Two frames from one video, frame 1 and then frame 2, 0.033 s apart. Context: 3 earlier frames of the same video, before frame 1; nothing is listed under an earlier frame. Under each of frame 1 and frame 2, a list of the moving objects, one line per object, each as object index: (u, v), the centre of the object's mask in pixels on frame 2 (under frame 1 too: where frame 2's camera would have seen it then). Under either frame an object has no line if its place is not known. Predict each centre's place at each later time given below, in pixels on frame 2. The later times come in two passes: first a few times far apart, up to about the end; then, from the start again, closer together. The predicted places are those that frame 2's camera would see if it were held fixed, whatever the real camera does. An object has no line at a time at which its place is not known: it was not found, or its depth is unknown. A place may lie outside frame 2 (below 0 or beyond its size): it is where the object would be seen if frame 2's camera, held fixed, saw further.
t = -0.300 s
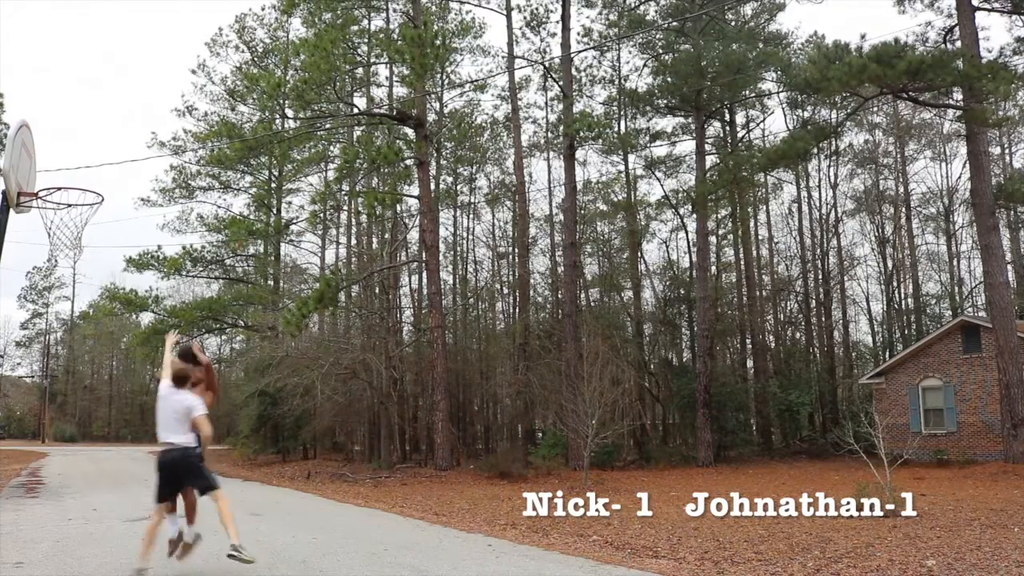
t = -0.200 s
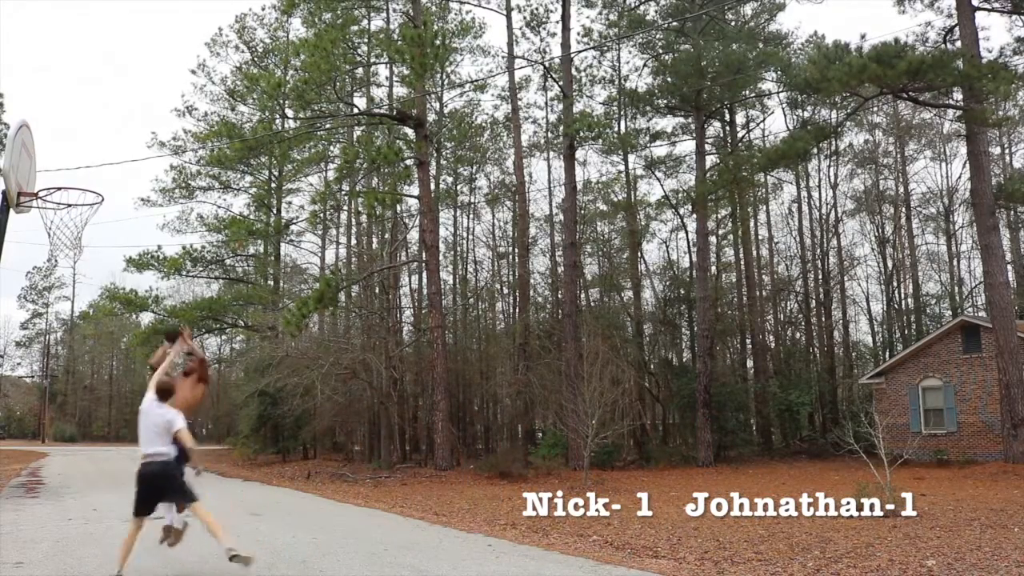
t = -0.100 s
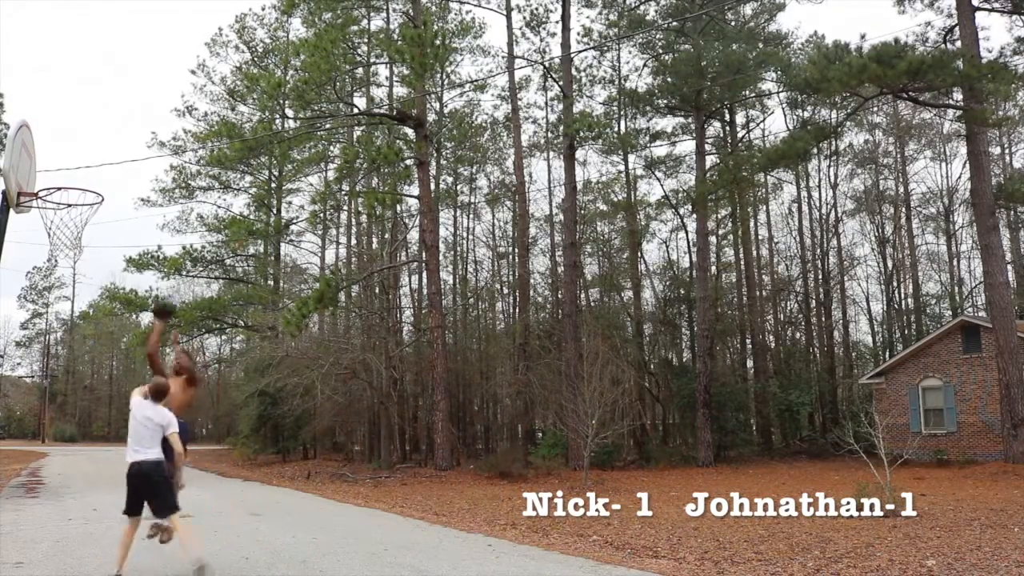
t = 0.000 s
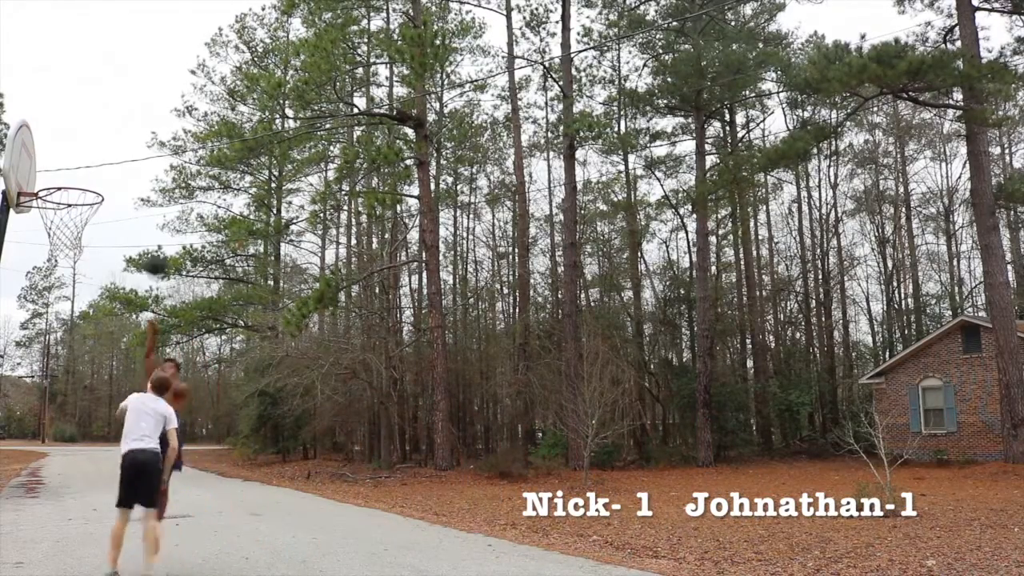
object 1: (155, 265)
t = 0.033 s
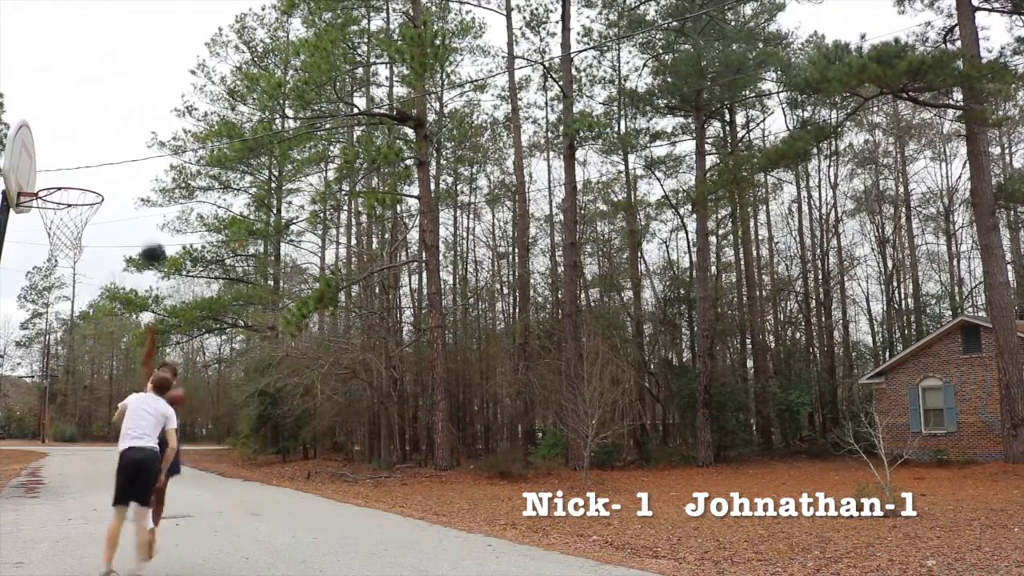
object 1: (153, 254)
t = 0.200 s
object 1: (137, 199)
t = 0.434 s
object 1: (108, 161)
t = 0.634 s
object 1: (73, 174)
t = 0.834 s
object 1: (70, 232)
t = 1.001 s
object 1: (95, 293)
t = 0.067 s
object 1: (151, 241)
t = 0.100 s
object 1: (147, 228)
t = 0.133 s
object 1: (144, 217)
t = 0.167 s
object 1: (141, 207)
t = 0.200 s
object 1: (137, 199)
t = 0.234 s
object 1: (134, 190)
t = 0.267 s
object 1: (130, 183)
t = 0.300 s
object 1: (126, 177)
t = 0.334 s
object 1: (122, 171)
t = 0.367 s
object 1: (118, 167)
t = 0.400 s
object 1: (113, 164)
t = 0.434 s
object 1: (108, 161)
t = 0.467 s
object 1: (103, 160)
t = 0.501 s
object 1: (98, 160)
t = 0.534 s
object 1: (92, 162)
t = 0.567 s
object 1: (86, 164)
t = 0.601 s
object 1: (80, 169)
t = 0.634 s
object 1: (73, 174)
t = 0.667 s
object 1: (66, 181)
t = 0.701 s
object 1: (59, 191)
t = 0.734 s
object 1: (55, 201)
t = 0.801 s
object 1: (64, 224)
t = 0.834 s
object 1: (70, 232)
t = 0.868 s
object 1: (74, 243)
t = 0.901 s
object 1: (80, 252)
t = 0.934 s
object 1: (85, 264)
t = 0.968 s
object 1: (90, 277)
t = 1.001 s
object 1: (95, 293)
